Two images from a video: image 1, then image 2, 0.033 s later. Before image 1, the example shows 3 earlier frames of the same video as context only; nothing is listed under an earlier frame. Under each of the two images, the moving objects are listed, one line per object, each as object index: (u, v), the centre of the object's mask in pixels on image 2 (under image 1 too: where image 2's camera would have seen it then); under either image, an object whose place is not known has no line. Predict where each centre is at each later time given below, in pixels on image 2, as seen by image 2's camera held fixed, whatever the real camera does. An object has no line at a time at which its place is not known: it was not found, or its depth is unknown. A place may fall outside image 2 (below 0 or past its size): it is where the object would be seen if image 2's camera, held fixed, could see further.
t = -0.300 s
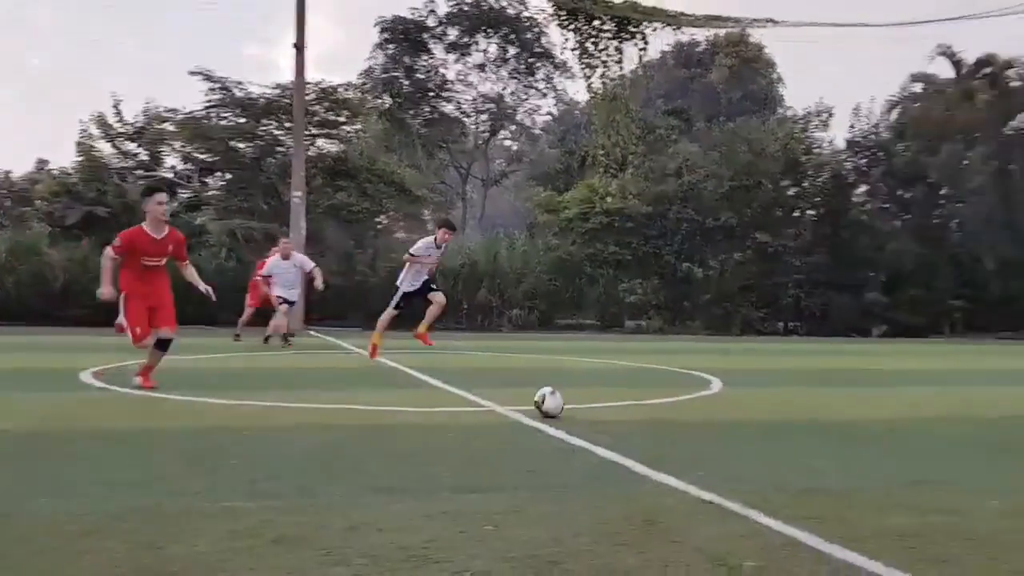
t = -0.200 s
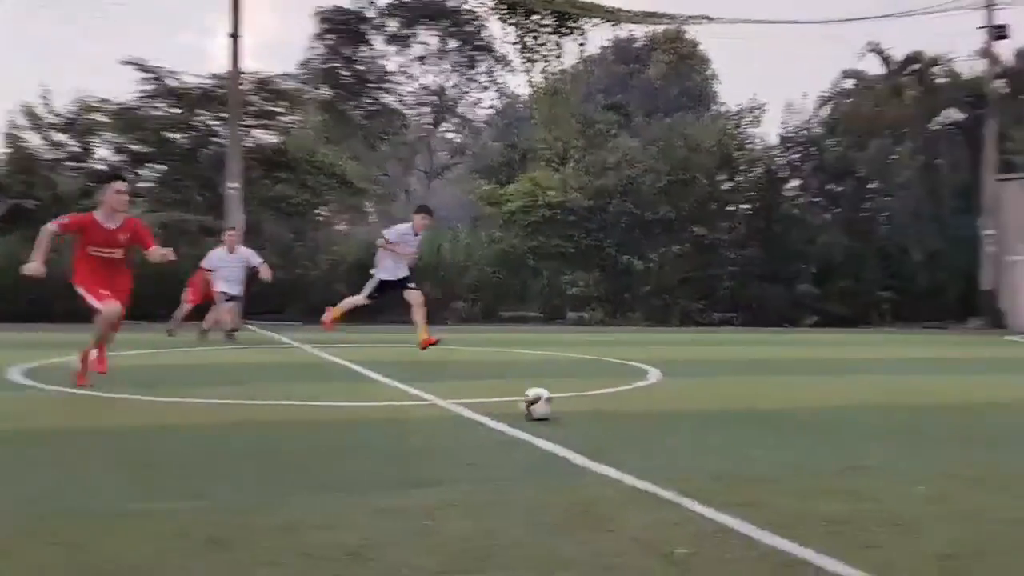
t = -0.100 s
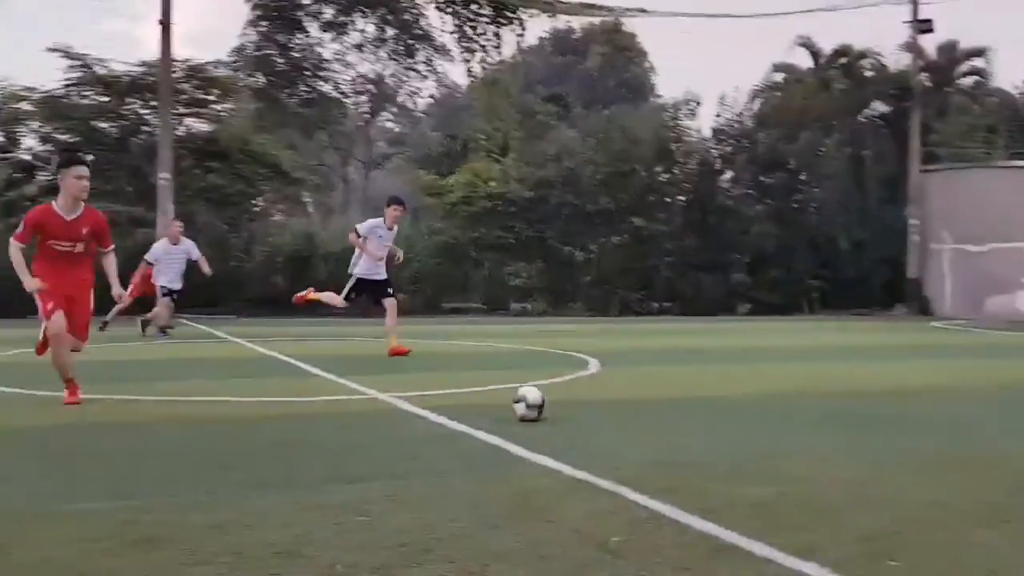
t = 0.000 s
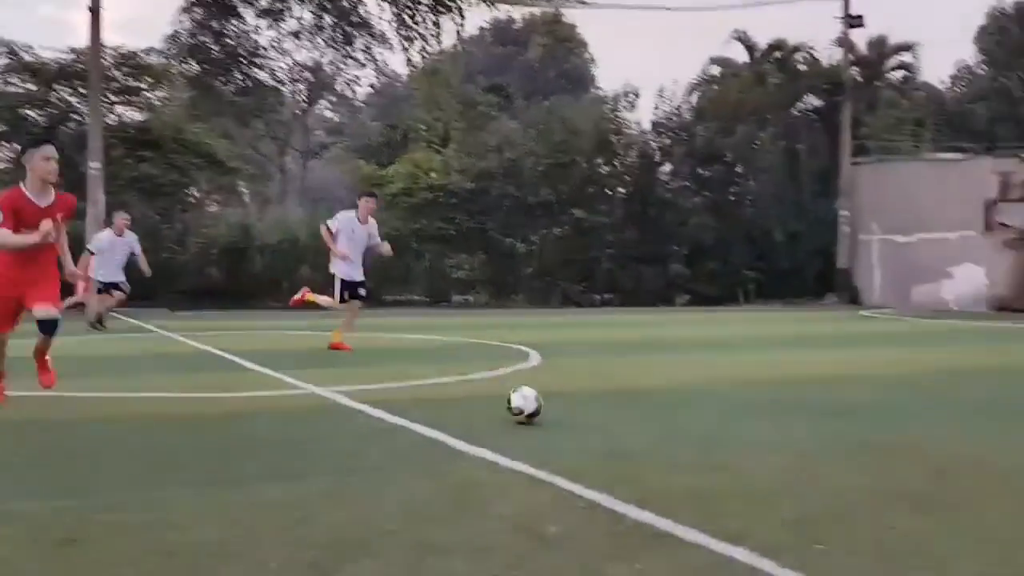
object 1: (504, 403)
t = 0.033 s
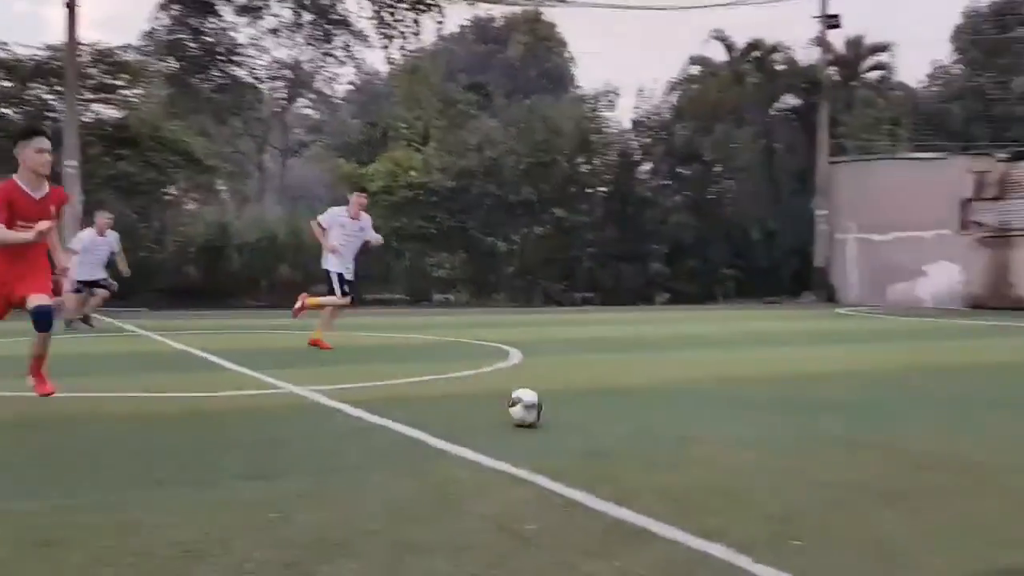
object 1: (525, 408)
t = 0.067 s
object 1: (546, 411)
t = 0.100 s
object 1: (570, 413)
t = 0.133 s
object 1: (594, 418)
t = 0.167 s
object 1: (618, 420)
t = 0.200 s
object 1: (644, 423)
